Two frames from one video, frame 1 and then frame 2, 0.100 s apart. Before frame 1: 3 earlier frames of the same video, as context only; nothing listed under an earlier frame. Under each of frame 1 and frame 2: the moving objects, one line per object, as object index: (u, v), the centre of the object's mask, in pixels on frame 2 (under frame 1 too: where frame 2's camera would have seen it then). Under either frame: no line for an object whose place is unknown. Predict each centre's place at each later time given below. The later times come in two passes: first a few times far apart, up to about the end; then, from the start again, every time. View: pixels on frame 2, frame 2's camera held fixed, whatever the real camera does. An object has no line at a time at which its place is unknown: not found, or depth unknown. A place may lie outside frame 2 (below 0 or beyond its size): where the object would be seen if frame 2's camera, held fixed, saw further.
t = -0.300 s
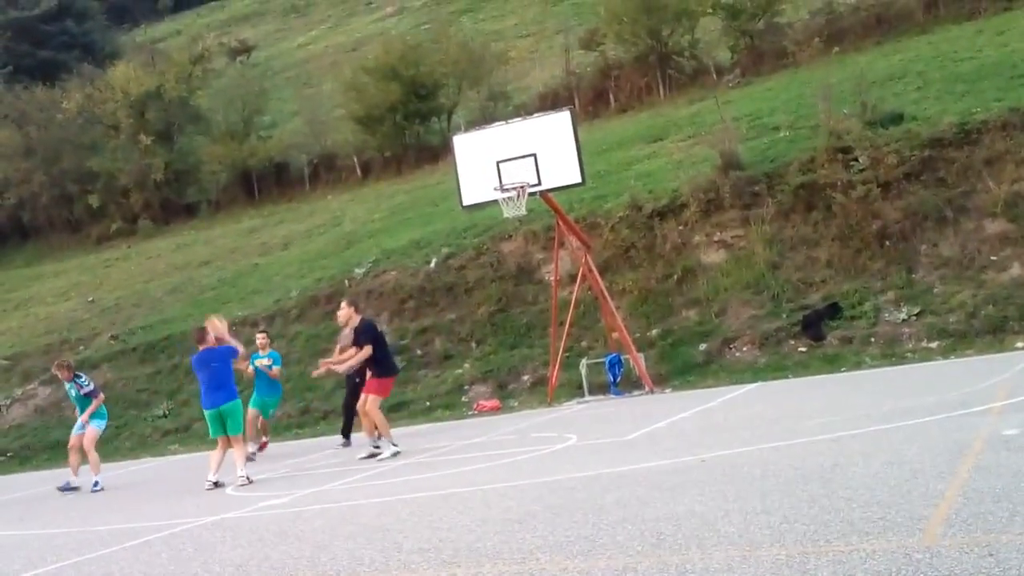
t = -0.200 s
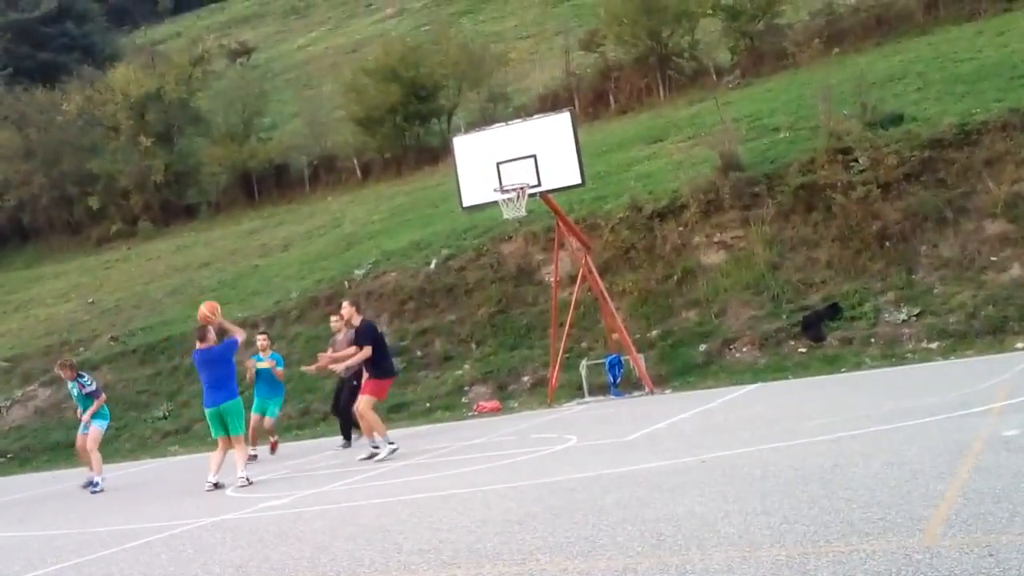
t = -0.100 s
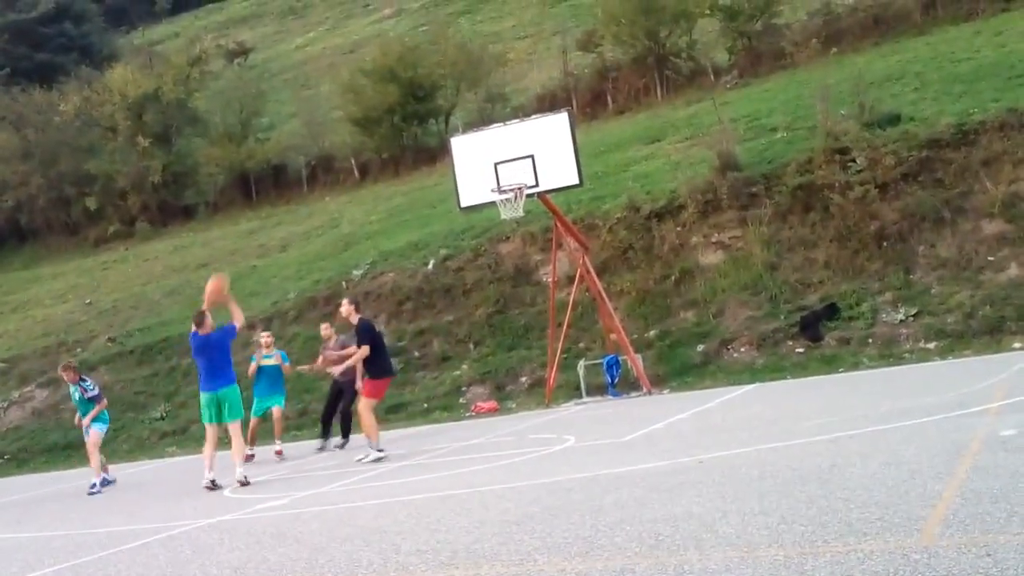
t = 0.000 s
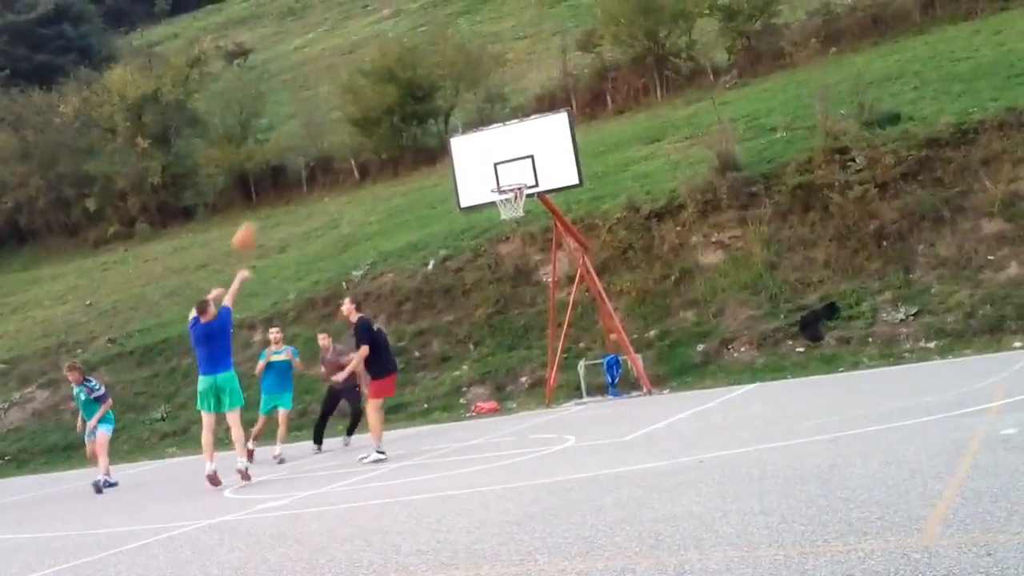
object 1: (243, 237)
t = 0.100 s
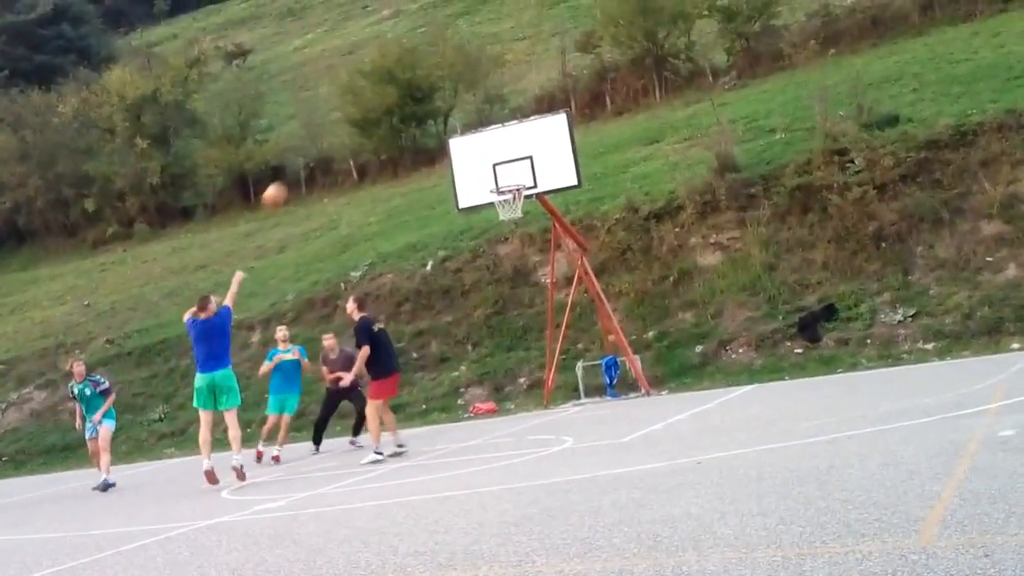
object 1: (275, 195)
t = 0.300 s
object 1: (333, 142)
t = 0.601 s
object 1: (419, 127)
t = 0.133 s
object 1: (284, 184)
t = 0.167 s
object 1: (294, 174)
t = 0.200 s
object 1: (305, 164)
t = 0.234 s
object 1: (314, 155)
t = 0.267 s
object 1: (323, 148)
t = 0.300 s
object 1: (333, 142)
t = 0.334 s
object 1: (343, 137)
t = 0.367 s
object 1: (352, 132)
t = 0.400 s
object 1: (361, 128)
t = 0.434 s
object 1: (372, 126)
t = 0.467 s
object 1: (381, 125)
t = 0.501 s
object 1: (390, 124)
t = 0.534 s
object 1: (399, 124)
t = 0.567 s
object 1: (409, 125)
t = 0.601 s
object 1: (419, 127)
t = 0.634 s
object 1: (428, 130)
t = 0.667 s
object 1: (437, 132)
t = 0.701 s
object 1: (446, 137)
